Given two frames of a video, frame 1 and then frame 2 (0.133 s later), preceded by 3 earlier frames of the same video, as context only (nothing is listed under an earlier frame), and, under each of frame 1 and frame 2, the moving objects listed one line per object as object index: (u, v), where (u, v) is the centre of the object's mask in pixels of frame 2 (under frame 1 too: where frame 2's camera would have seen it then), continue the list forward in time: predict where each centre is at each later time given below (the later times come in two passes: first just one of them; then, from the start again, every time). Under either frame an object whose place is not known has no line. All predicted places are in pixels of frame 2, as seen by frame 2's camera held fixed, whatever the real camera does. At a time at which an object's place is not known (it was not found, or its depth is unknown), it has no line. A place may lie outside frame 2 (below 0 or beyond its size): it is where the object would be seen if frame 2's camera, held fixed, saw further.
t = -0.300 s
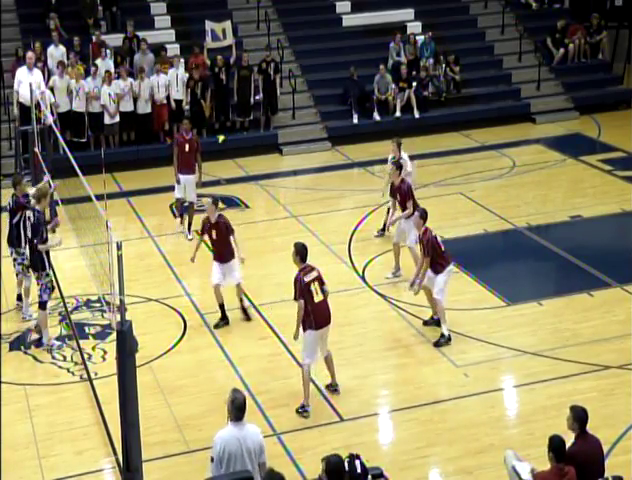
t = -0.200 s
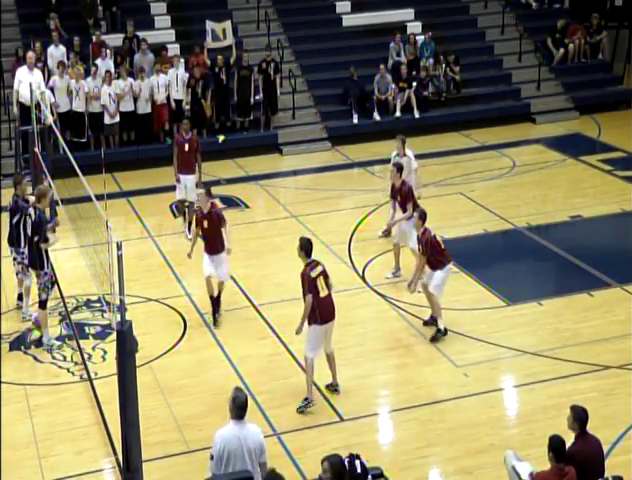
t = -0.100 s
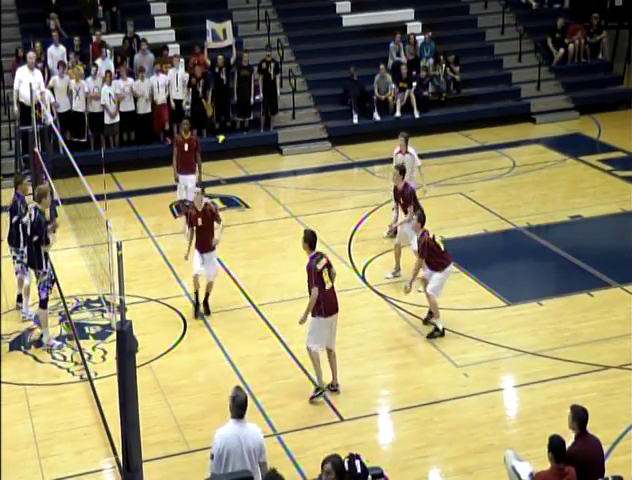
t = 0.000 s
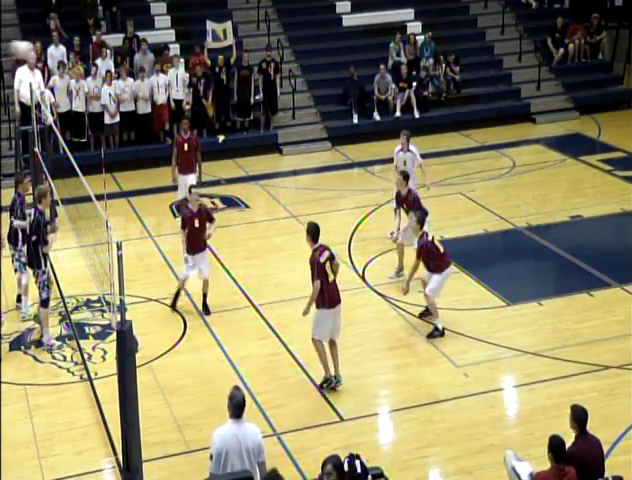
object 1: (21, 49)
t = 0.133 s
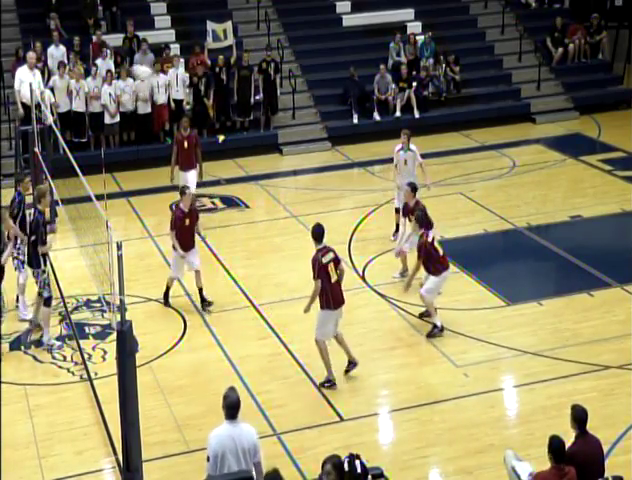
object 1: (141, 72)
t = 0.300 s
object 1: (277, 118)
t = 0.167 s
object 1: (169, 79)
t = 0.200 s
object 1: (199, 90)
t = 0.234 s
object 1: (225, 99)
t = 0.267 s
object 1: (251, 109)
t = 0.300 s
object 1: (277, 118)
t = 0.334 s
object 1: (302, 128)
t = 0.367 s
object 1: (326, 140)
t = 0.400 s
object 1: (350, 151)
